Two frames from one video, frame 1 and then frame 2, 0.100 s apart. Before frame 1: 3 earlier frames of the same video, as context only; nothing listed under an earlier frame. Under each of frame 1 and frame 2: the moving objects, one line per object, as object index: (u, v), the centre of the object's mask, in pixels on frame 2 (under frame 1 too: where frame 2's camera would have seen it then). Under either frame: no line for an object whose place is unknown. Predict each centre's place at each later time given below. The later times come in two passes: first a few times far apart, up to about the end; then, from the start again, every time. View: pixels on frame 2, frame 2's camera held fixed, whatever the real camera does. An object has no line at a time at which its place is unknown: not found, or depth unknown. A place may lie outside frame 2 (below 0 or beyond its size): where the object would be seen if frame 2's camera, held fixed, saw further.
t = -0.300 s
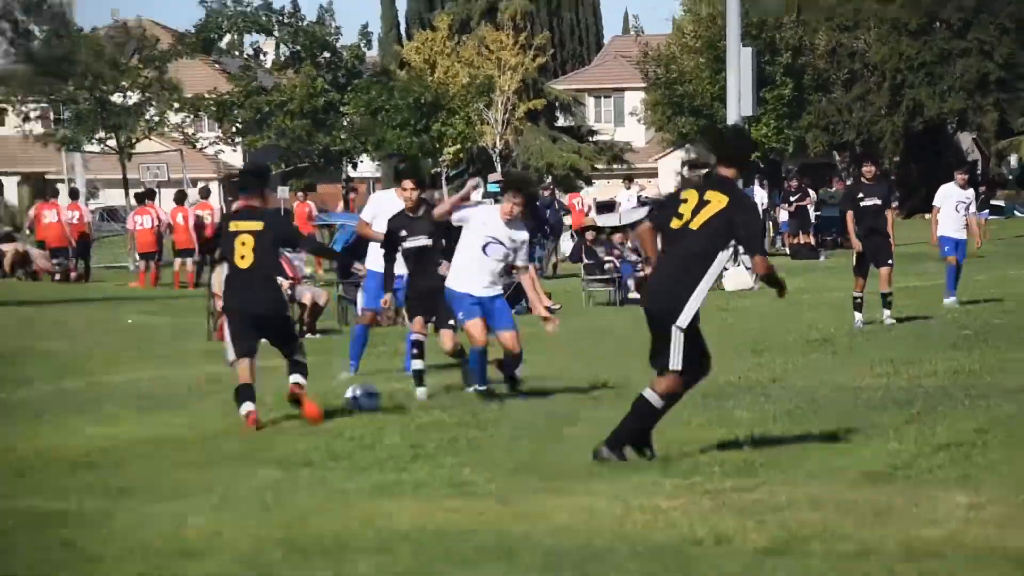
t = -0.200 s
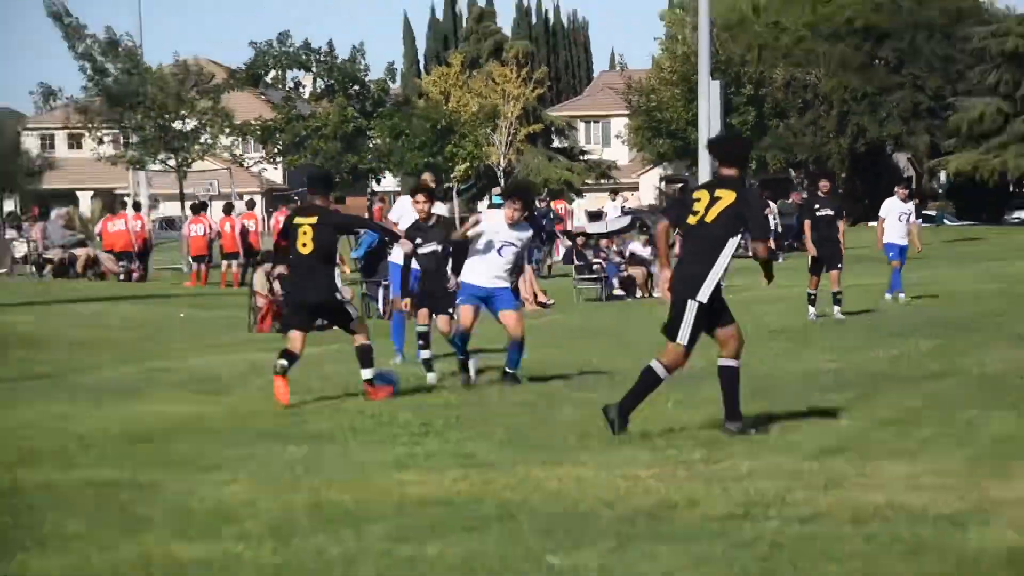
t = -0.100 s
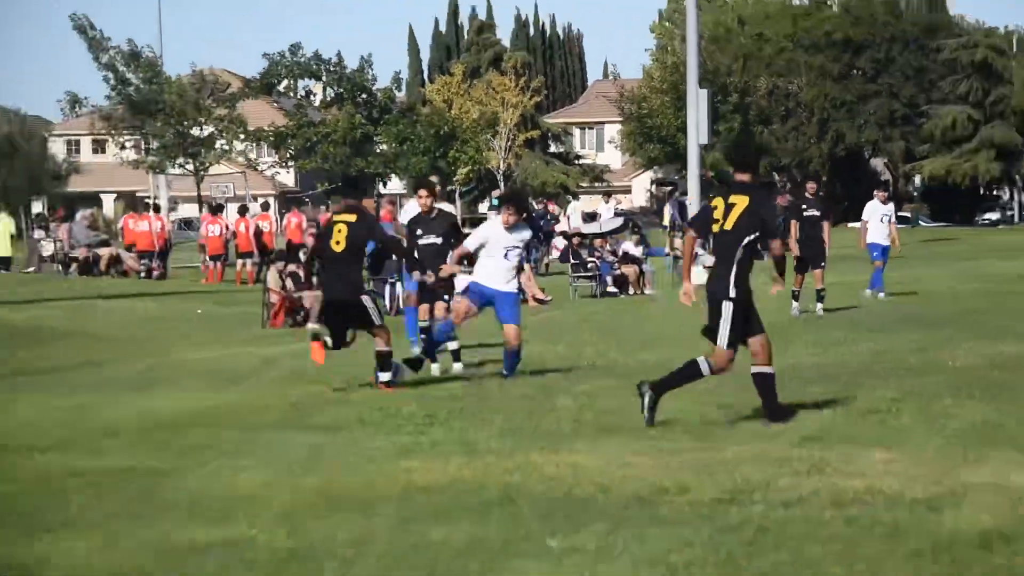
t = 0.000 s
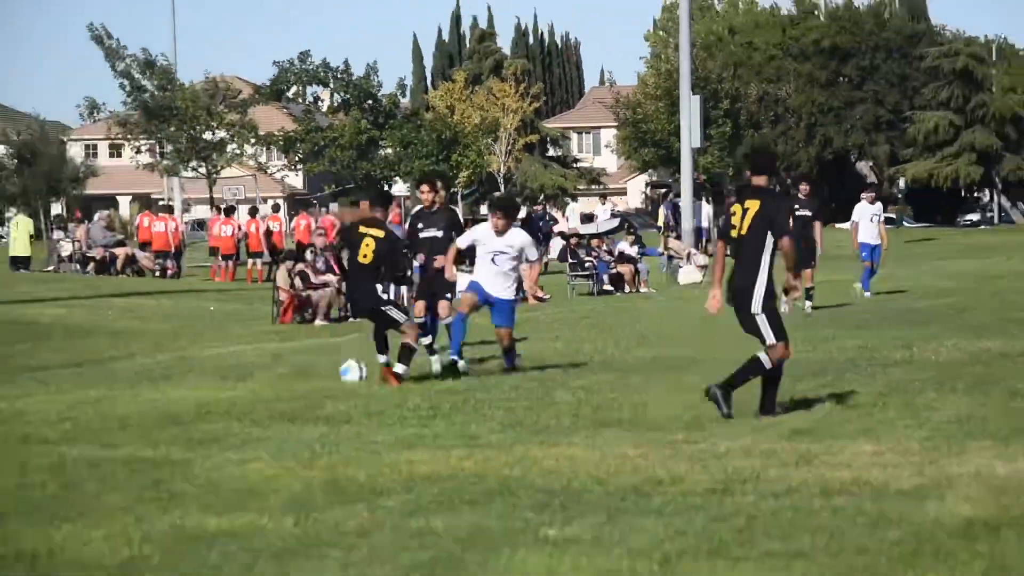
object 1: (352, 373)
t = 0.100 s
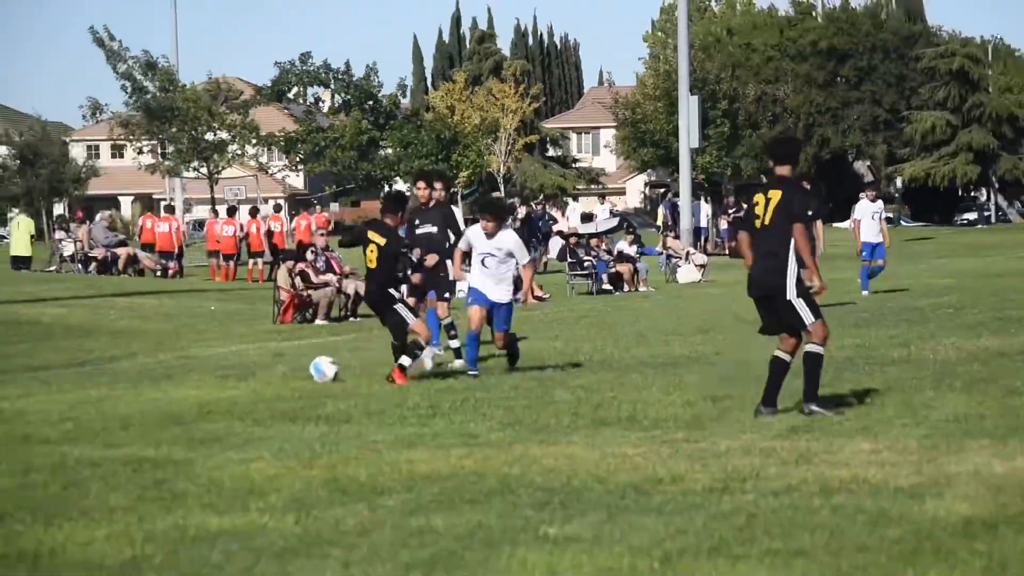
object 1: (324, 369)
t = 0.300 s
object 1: (267, 376)
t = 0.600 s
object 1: (185, 381)
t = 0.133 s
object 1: (314, 370)
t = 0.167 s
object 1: (305, 373)
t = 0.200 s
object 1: (295, 375)
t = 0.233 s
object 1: (285, 375)
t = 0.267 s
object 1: (276, 375)
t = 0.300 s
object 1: (267, 376)
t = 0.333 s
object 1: (257, 377)
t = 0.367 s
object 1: (248, 377)
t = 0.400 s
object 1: (239, 377)
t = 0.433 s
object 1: (230, 377)
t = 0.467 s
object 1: (221, 378)
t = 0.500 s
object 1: (211, 378)
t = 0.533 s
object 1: (202, 380)
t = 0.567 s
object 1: (194, 381)
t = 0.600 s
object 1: (185, 381)
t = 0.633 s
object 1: (177, 380)
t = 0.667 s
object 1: (168, 381)
